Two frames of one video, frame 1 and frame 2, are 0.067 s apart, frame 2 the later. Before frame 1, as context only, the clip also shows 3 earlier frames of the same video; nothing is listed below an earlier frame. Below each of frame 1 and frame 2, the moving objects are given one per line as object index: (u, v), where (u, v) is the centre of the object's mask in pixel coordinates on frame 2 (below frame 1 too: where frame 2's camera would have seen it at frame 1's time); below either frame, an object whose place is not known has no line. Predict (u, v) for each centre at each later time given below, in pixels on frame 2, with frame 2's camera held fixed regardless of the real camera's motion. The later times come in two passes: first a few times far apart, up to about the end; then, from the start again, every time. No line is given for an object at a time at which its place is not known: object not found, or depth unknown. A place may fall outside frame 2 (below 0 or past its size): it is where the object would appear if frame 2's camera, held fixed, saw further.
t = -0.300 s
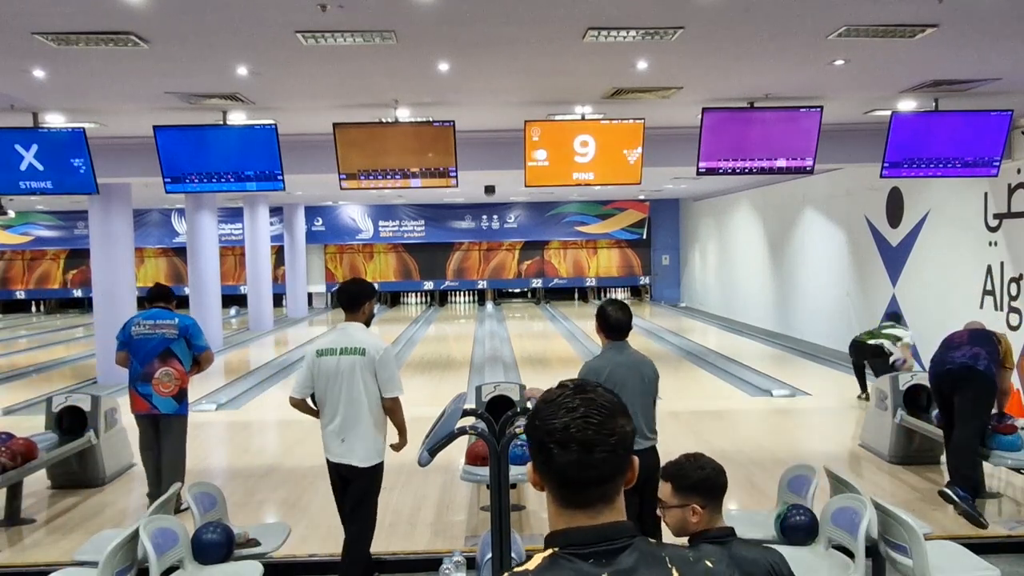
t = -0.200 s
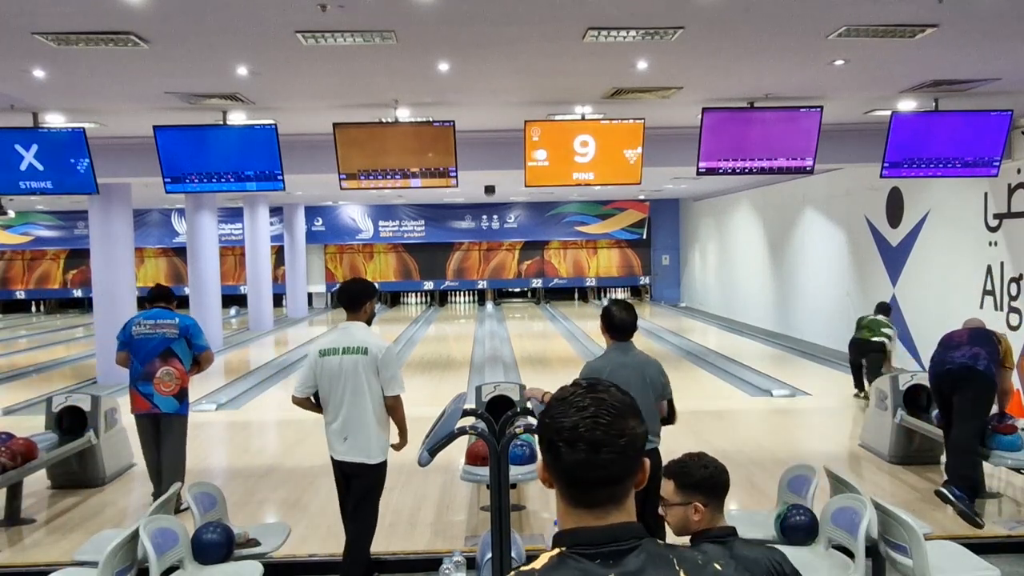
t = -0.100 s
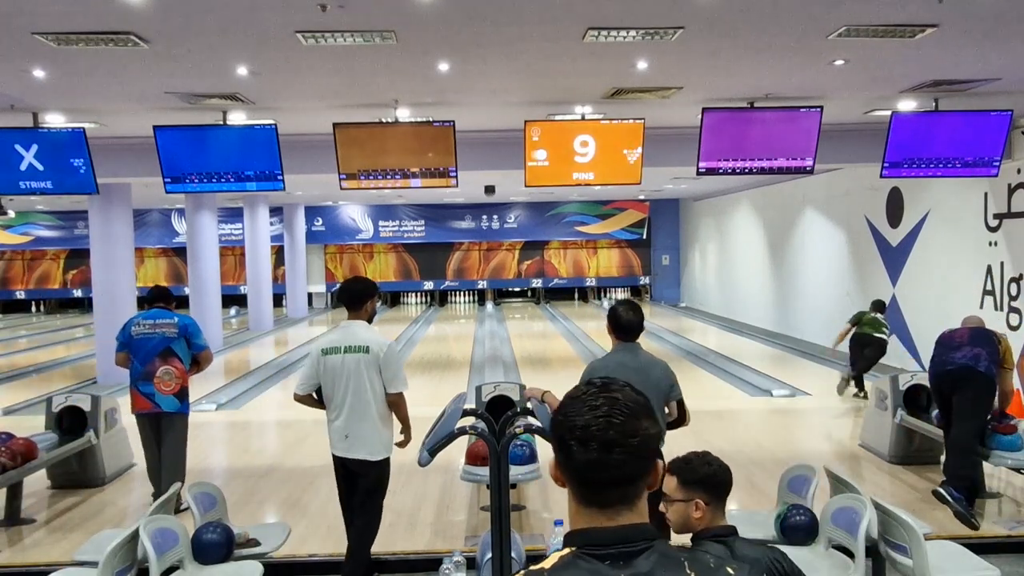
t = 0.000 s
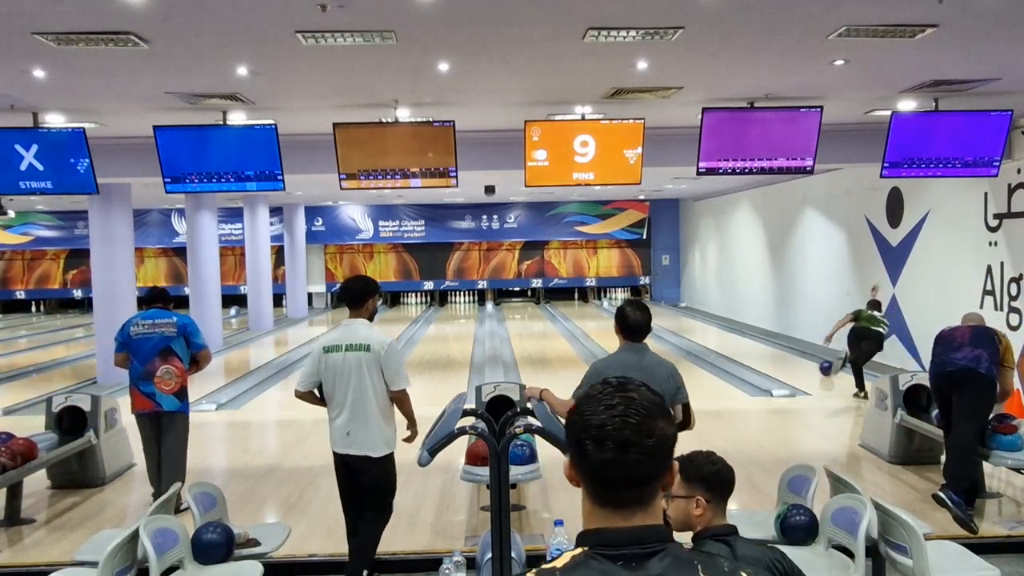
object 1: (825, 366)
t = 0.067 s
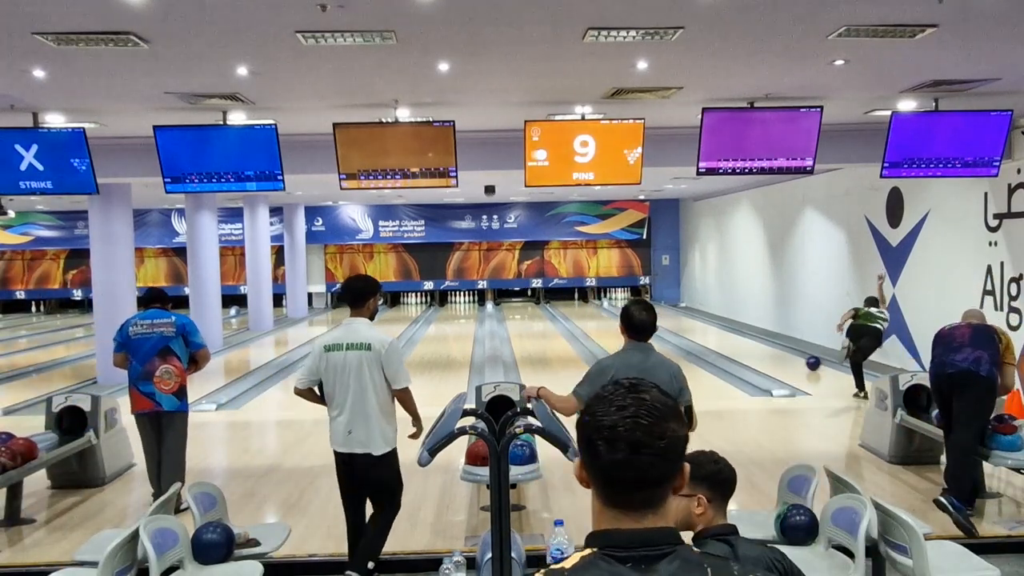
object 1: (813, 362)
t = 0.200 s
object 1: (789, 353)
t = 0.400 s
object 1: (760, 341)
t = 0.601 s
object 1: (736, 332)
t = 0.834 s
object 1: (714, 324)
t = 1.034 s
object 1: (697, 317)
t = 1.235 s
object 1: (683, 313)
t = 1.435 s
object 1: (670, 307)
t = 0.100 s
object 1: (806, 359)
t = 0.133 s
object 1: (800, 357)
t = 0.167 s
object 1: (794, 355)
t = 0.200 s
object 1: (789, 353)
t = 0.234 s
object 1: (783, 351)
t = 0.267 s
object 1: (778, 349)
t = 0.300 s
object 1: (773, 347)
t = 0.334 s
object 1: (768, 345)
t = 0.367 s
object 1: (764, 343)
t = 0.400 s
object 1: (760, 341)
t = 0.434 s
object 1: (755, 340)
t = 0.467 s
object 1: (751, 338)
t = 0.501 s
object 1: (747, 336)
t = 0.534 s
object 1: (743, 335)
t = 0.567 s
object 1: (740, 333)
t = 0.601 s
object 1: (736, 332)
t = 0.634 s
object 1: (733, 331)
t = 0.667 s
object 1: (729, 329)
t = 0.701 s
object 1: (726, 328)
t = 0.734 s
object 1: (723, 327)
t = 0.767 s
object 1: (720, 326)
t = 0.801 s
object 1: (717, 325)
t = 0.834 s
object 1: (714, 324)
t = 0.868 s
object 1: (711, 322)
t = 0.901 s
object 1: (708, 321)
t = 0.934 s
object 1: (705, 320)
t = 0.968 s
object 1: (702, 319)
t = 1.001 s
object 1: (700, 319)
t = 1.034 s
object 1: (697, 317)
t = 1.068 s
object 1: (695, 316)
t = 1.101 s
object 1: (692, 316)
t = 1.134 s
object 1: (690, 315)
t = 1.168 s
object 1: (687, 314)
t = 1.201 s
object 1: (685, 313)
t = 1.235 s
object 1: (683, 313)
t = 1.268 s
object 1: (680, 312)
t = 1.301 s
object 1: (678, 311)
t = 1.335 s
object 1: (676, 310)
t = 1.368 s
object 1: (674, 310)
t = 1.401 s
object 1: (671, 309)
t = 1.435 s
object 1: (670, 307)
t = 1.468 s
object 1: (668, 307)
